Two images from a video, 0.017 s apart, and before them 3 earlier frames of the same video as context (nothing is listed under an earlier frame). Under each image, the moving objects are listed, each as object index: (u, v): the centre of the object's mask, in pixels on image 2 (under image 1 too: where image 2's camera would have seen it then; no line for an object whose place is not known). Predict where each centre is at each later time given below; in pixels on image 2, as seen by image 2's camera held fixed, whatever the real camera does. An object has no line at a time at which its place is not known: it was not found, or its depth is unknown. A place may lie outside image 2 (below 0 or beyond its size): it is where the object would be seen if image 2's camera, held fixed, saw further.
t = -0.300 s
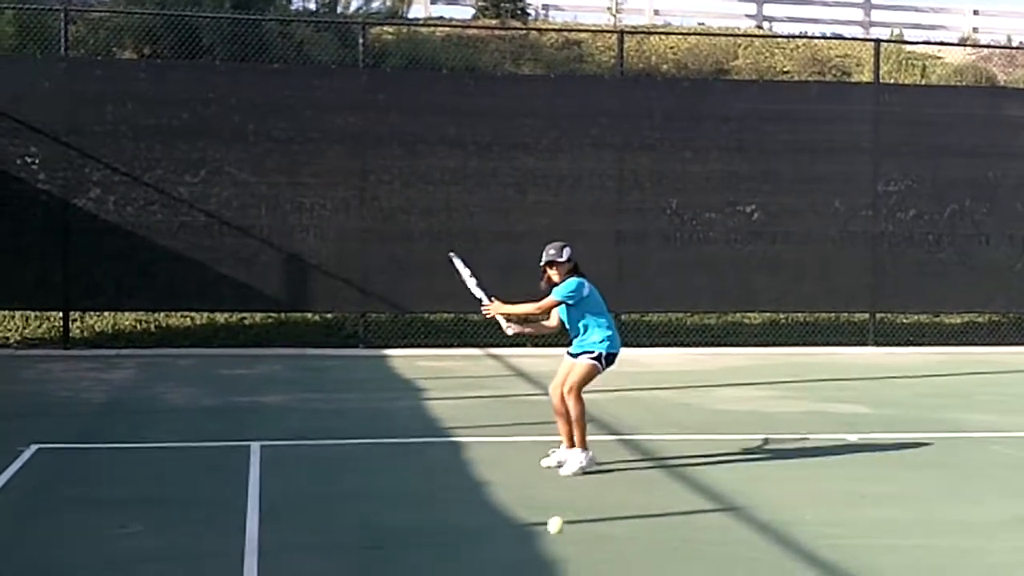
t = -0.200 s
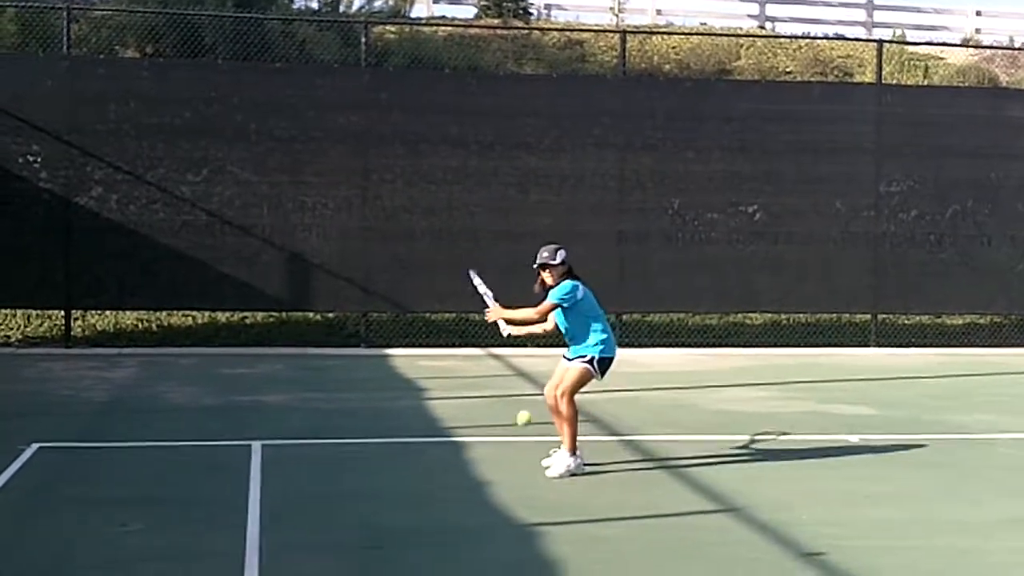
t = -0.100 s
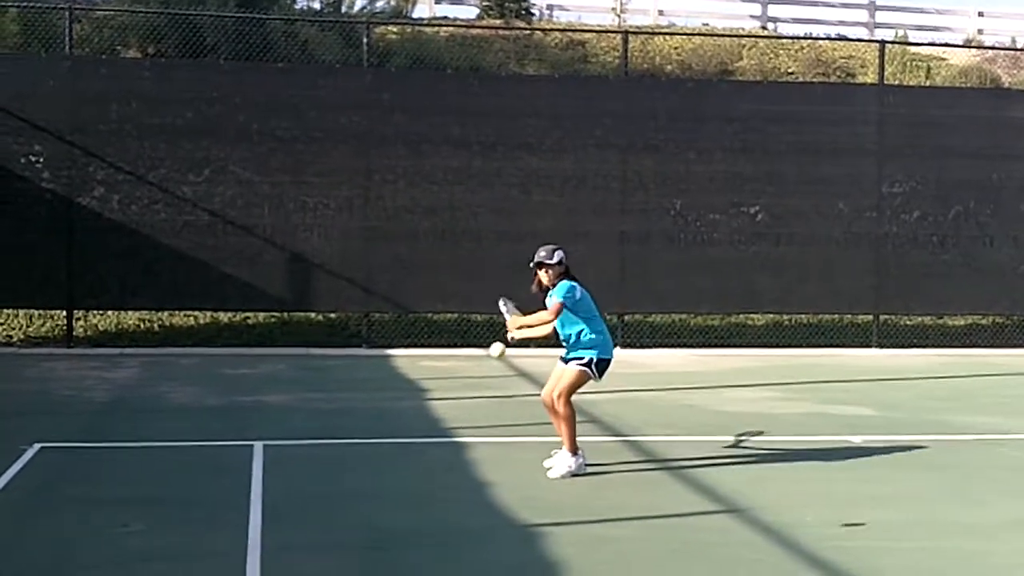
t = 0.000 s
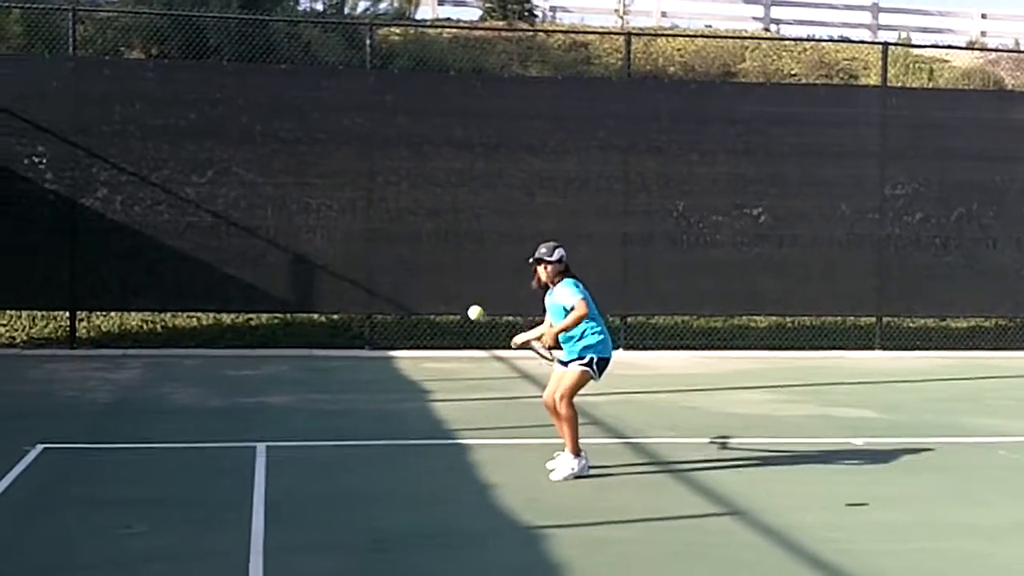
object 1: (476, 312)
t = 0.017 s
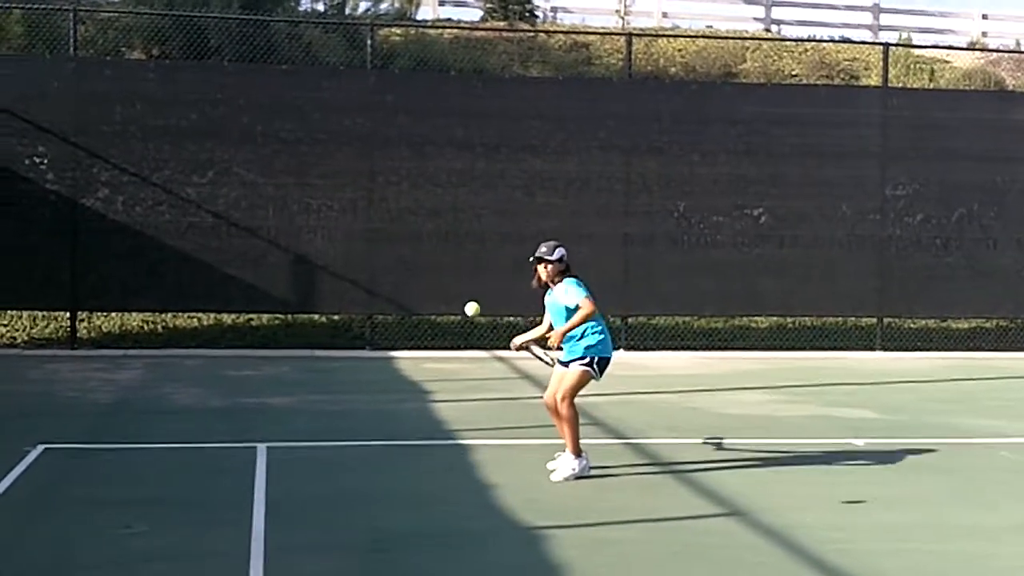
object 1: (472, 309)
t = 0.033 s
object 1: (468, 306)
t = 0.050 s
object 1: (464, 303)
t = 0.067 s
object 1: (461, 301)
